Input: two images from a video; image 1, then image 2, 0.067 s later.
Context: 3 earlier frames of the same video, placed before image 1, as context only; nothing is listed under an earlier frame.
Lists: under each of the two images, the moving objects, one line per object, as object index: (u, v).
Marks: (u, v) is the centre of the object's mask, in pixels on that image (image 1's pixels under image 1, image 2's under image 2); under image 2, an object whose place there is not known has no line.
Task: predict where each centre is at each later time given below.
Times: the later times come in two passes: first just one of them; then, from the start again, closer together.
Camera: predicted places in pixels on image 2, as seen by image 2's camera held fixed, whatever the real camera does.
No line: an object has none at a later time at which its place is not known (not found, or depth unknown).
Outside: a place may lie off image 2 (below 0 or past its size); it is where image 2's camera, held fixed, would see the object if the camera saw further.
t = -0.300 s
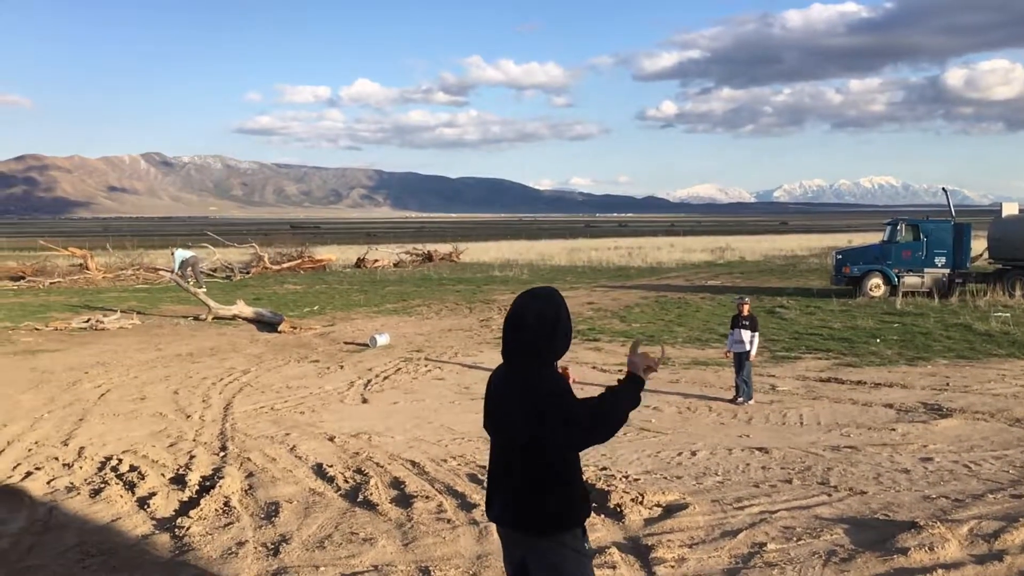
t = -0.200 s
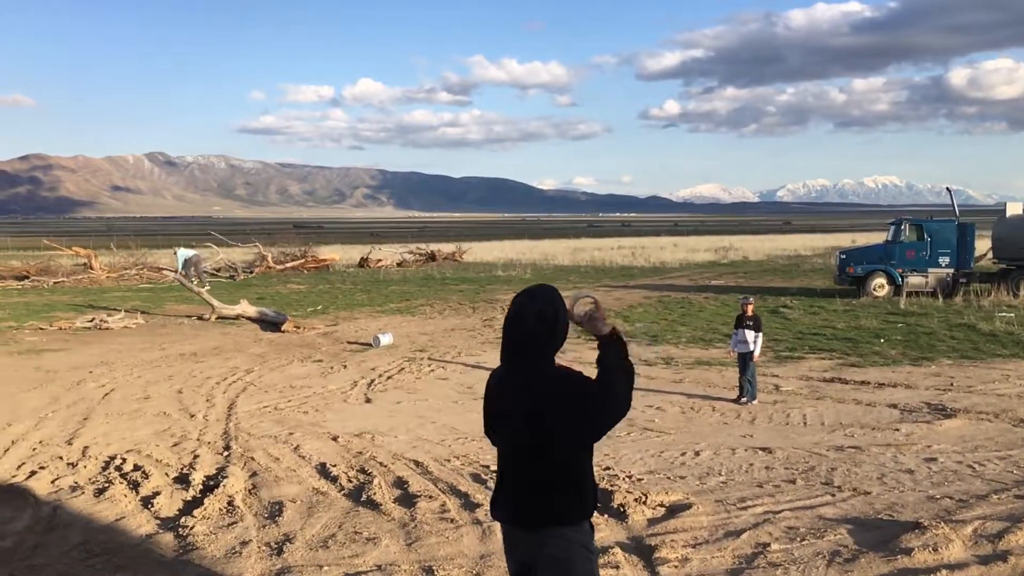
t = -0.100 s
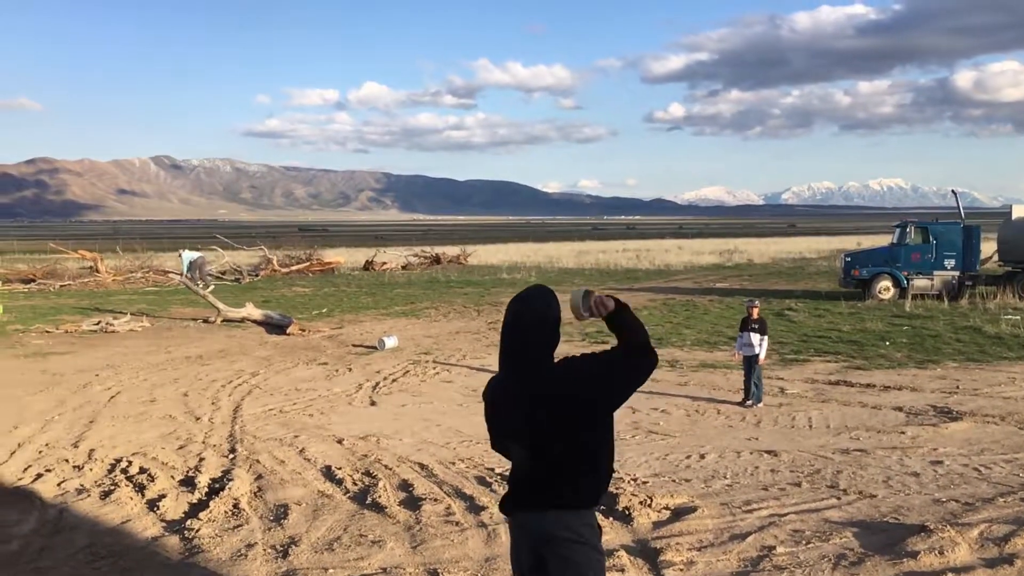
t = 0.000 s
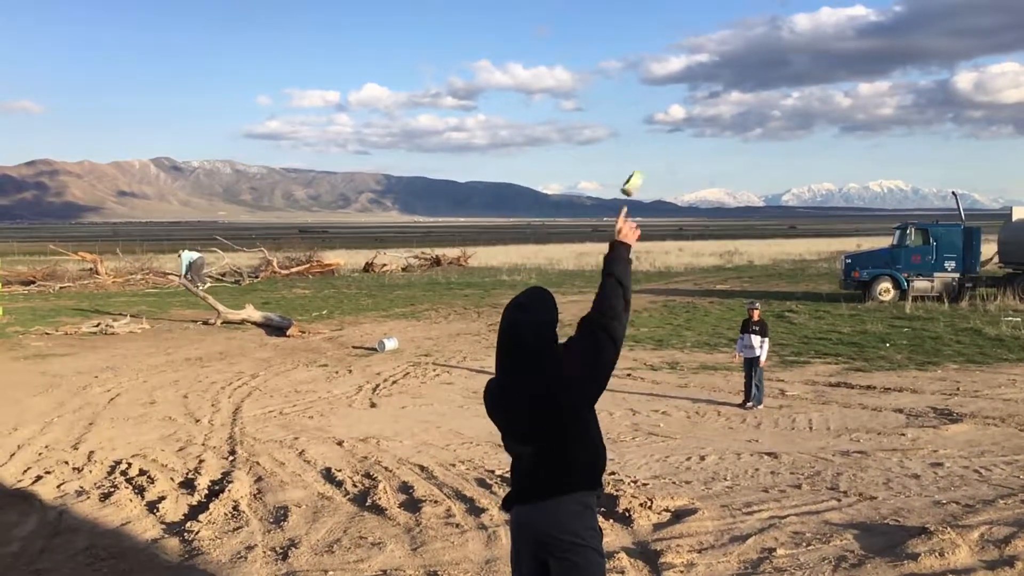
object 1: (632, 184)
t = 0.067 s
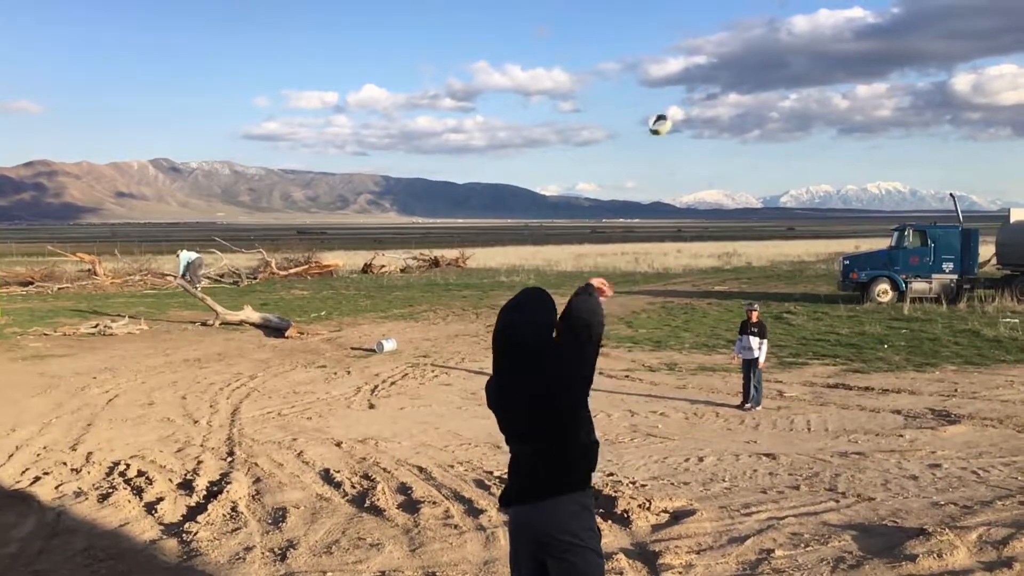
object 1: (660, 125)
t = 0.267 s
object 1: (716, 60)
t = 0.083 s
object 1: (668, 114)
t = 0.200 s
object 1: (700, 68)
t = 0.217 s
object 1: (704, 65)
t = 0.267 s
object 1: (716, 60)
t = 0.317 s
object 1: (726, 59)
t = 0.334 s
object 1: (730, 59)
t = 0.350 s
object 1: (733, 60)
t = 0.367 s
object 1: (736, 62)
